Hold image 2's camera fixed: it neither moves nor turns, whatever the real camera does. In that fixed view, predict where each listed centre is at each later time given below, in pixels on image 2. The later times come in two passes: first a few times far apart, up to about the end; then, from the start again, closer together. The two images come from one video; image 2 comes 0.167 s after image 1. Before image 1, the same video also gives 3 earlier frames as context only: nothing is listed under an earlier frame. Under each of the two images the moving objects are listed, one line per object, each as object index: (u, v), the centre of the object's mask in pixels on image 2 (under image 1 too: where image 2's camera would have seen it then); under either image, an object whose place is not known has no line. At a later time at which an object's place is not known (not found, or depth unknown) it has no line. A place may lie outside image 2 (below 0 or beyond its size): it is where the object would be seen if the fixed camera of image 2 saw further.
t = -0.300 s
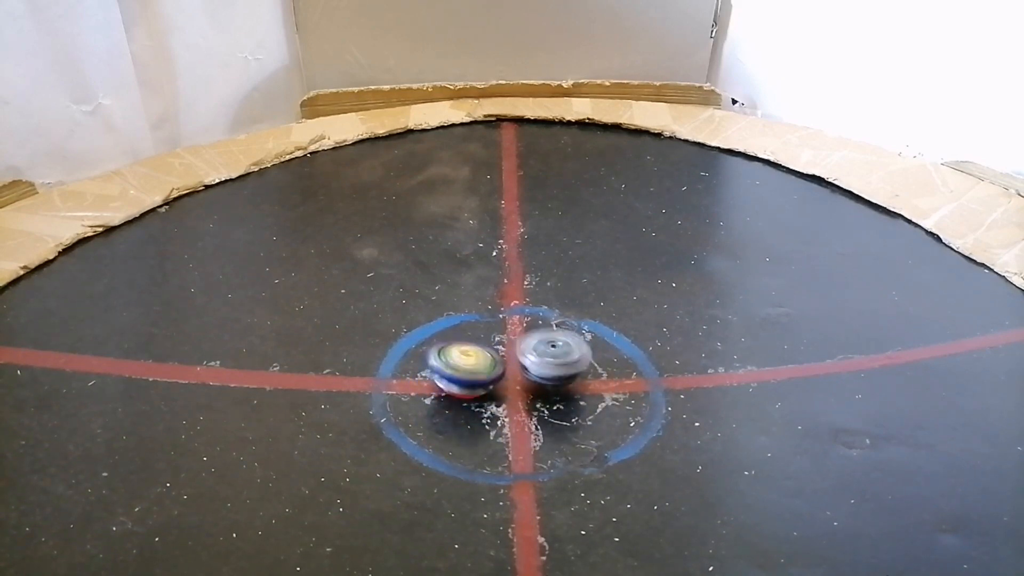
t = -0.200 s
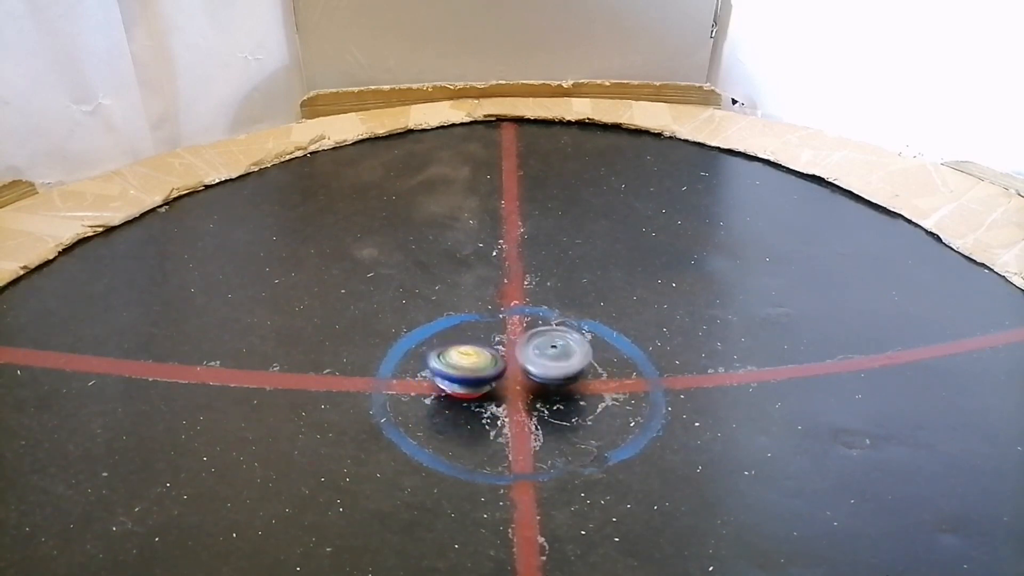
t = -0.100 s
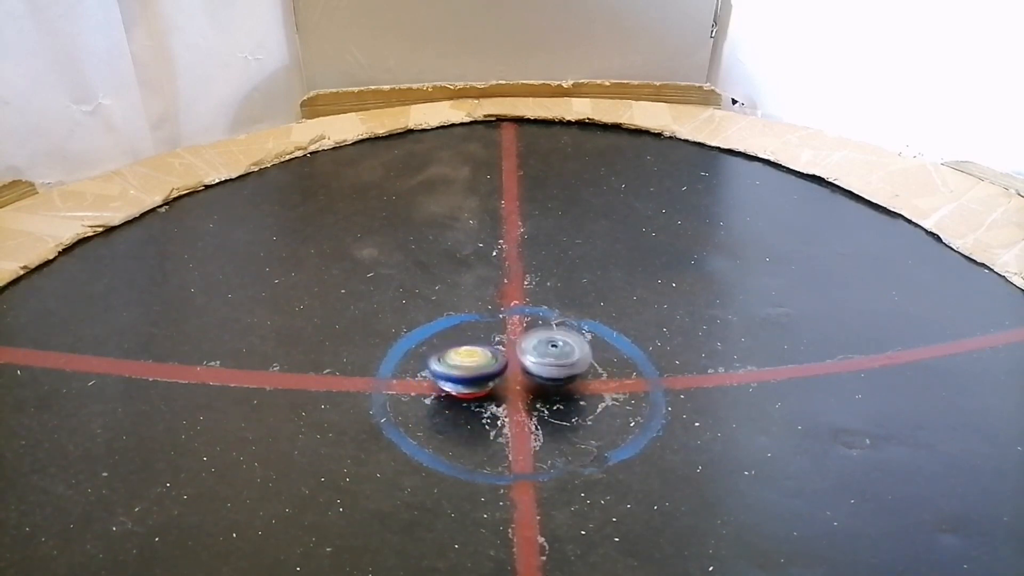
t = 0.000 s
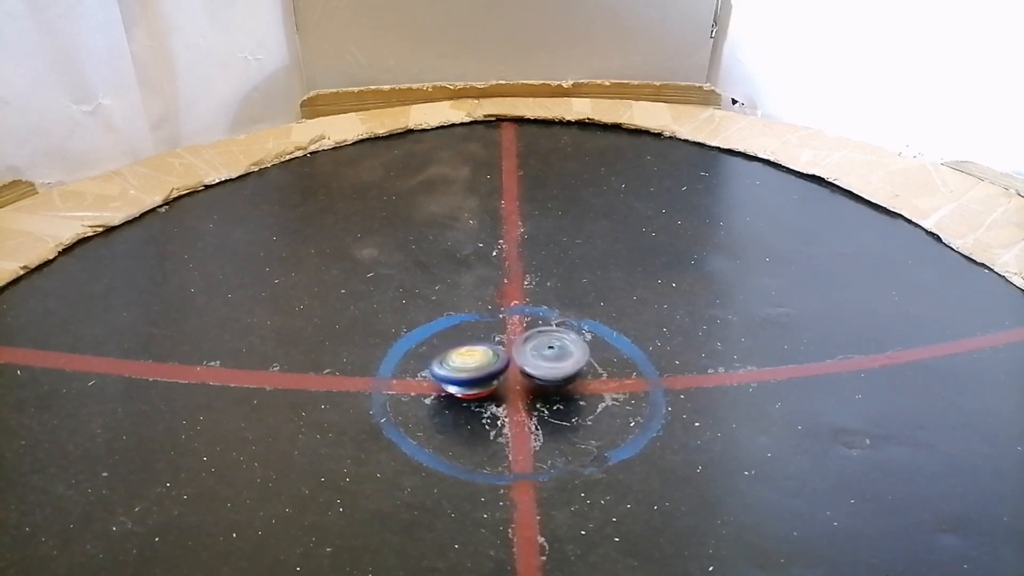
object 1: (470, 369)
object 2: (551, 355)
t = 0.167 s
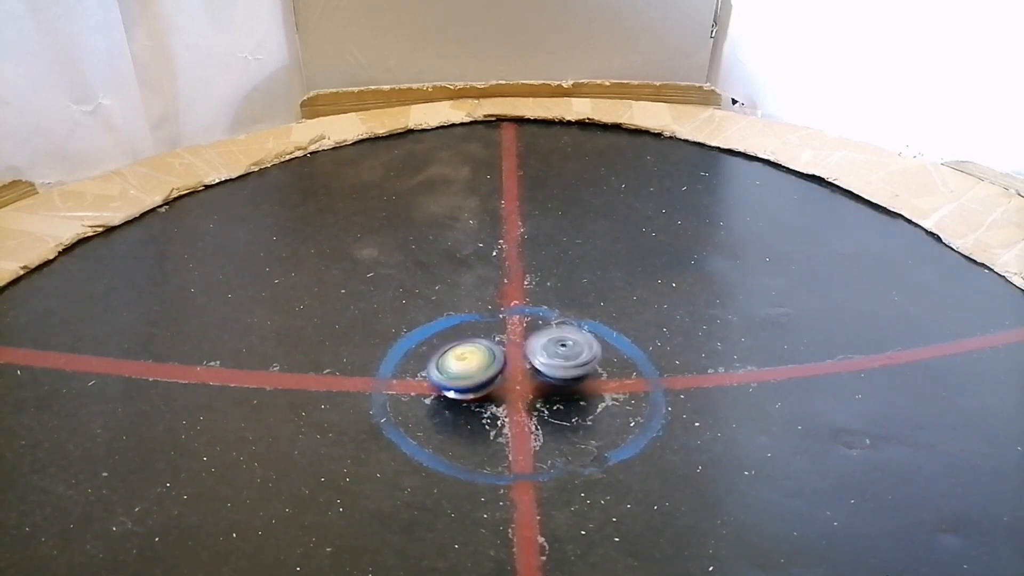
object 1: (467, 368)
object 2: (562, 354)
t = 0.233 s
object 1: (467, 368)
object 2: (564, 354)
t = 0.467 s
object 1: (468, 367)
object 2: (555, 355)
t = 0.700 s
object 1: (472, 366)
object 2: (550, 354)
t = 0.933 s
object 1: (469, 369)
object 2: (556, 354)
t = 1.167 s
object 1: (471, 370)
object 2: (554, 354)
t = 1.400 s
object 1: (465, 372)
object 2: (566, 354)
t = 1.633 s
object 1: (462, 375)
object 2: (587, 357)
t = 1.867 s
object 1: (465, 377)
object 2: (584, 365)
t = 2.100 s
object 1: (471, 376)
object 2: (562, 365)
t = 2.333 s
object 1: (468, 369)
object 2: (564, 356)
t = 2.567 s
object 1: (467, 369)
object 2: (570, 356)
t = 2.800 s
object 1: (470, 369)
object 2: (564, 356)
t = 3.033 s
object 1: (473, 370)
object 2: (559, 357)
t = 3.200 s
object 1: (470, 369)
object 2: (553, 361)
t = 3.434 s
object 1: (448, 372)
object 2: (578, 348)
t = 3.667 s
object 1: (448, 380)
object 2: (567, 357)
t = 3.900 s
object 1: (464, 384)
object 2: (548, 364)
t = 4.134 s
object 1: (476, 382)
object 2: (559, 352)
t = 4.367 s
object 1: (480, 382)
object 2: (569, 358)
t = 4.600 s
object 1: (482, 380)
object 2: (565, 374)
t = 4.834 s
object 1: (480, 380)
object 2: (555, 365)
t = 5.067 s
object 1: (462, 387)
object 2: (557, 356)
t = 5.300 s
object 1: (457, 392)
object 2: (557, 356)
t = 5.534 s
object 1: (461, 392)
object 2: (557, 356)
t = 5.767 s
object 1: (470, 380)
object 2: (557, 356)
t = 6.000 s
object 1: (467, 367)
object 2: (557, 356)
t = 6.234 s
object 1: (463, 369)
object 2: (557, 356)
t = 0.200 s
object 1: (467, 368)
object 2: (563, 354)
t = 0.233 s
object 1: (467, 368)
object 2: (564, 354)
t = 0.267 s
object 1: (467, 368)
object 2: (563, 354)
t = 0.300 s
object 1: (467, 367)
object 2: (563, 354)
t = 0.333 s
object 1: (467, 367)
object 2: (562, 355)
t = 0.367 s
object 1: (467, 367)
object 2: (560, 355)
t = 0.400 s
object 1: (467, 367)
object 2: (558, 355)
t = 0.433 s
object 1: (468, 367)
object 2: (556, 355)
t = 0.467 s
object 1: (468, 367)
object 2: (555, 355)
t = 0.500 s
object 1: (469, 367)
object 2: (553, 355)
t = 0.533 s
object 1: (469, 366)
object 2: (554, 355)
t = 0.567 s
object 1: (470, 367)
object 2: (551, 355)
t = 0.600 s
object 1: (471, 366)
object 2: (552, 356)
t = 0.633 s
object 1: (471, 366)
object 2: (550, 356)
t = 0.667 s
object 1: (472, 366)
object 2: (550, 356)
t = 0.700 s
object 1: (472, 366)
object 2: (550, 354)
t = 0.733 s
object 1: (472, 366)
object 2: (549, 356)
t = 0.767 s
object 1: (470, 367)
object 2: (551, 354)
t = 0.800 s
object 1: (469, 367)
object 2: (552, 355)
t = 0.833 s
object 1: (469, 368)
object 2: (555, 355)
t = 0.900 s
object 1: (469, 368)
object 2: (554, 354)
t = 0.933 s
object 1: (469, 369)
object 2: (556, 354)
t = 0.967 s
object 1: (469, 369)
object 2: (555, 354)
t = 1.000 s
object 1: (470, 370)
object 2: (556, 354)
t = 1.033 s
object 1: (469, 369)
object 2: (555, 355)
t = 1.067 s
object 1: (469, 370)
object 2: (554, 354)
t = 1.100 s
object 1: (470, 370)
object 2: (555, 355)
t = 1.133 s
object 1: (470, 370)
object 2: (553, 355)
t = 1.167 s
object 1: (471, 370)
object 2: (554, 354)
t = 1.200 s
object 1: (471, 370)
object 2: (552, 354)
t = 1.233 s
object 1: (472, 370)
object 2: (553, 354)
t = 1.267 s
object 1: (473, 370)
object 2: (553, 355)
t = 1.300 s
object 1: (473, 370)
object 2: (552, 354)
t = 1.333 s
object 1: (473, 370)
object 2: (554, 355)
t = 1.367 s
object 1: (469, 371)
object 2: (559, 354)
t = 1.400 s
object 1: (465, 372)
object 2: (566, 354)
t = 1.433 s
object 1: (462, 373)
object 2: (570, 355)
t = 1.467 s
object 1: (462, 373)
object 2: (575, 355)
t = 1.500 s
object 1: (462, 374)
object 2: (579, 355)
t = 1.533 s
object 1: (461, 375)
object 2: (581, 355)
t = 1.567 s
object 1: (461, 375)
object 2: (584, 355)
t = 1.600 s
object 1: (462, 375)
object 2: (584, 356)
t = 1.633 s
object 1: (462, 375)
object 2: (587, 357)
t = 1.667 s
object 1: (462, 376)
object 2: (587, 357)
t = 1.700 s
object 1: (463, 375)
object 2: (588, 359)
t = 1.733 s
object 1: (463, 376)
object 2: (588, 359)
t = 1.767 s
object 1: (463, 376)
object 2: (587, 361)
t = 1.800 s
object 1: (464, 376)
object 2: (587, 364)
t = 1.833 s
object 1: (464, 376)
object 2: (586, 365)
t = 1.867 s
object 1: (465, 377)
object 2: (584, 365)
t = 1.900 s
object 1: (465, 376)
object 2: (582, 366)
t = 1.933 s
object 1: (466, 377)
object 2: (578, 366)
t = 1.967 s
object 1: (466, 376)
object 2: (576, 368)
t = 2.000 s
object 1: (467, 377)
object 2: (574, 367)
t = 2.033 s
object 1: (468, 377)
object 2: (570, 368)
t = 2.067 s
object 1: (469, 376)
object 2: (567, 366)
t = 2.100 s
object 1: (471, 376)
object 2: (562, 365)
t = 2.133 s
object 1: (472, 375)
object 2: (560, 364)
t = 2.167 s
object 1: (473, 374)
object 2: (558, 362)
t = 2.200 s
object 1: (476, 373)
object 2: (555, 359)
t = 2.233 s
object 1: (476, 371)
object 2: (554, 360)
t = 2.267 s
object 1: (473, 370)
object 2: (555, 355)
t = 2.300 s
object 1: (469, 370)
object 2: (559, 355)
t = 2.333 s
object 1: (468, 369)
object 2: (564, 356)
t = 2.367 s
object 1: (467, 369)
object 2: (565, 355)
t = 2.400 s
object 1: (466, 369)
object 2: (568, 355)
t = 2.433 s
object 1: (466, 369)
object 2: (568, 356)
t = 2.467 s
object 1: (466, 369)
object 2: (569, 355)
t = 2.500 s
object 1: (466, 369)
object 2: (571, 355)
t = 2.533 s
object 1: (466, 369)
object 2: (569, 357)
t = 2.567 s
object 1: (467, 369)
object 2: (570, 356)
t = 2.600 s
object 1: (468, 369)
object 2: (569, 356)
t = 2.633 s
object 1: (469, 369)
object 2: (568, 358)
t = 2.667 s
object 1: (469, 368)
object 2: (569, 358)
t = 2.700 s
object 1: (469, 368)
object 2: (566, 358)
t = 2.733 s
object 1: (470, 368)
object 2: (565, 357)
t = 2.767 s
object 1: (470, 369)
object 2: (565, 359)
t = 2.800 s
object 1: (470, 369)
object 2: (564, 356)
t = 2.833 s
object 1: (470, 369)
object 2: (563, 357)
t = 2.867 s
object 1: (470, 369)
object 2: (563, 354)
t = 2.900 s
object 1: (470, 370)
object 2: (562, 353)
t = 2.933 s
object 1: (471, 370)
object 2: (563, 355)
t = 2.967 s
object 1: (472, 370)
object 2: (561, 357)
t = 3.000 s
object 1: (472, 370)
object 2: (560, 356)
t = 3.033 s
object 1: (473, 370)
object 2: (559, 357)
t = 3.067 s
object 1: (473, 369)
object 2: (555, 359)
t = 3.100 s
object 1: (474, 369)
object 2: (553, 358)
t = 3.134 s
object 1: (475, 368)
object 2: (551, 359)
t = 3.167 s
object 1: (474, 368)
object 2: (547, 363)
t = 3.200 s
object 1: (470, 369)
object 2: (553, 361)
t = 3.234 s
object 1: (464, 369)
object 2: (558, 358)
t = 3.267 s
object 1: (459, 370)
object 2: (563, 358)
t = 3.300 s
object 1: (454, 371)
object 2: (569, 355)
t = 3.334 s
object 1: (451, 371)
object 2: (572, 350)
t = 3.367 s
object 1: (450, 371)
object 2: (574, 350)
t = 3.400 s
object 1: (448, 372)
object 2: (577, 351)
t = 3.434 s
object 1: (448, 372)
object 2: (578, 348)
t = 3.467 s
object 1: (447, 373)
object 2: (579, 348)
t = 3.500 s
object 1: (447, 374)
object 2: (579, 350)
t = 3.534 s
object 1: (446, 375)
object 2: (577, 352)
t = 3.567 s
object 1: (446, 376)
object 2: (574, 351)
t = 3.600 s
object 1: (447, 377)
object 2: (572, 353)
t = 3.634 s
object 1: (447, 378)
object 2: (569, 356)
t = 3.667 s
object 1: (448, 380)
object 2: (567, 357)
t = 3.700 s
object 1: (449, 381)
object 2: (565, 358)
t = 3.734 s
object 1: (451, 382)
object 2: (562, 361)
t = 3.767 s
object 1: (453, 383)
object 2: (561, 363)
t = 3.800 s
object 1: (455, 383)
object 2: (559, 361)
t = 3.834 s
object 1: (458, 384)
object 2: (555, 363)
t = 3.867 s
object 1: (461, 384)
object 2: (551, 362)
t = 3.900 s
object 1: (464, 384)
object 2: (548, 364)
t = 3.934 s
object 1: (466, 384)
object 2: (546, 362)
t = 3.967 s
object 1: (470, 383)
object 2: (545, 363)
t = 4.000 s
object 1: (474, 383)
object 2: (545, 362)
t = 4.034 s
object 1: (477, 382)
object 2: (545, 356)
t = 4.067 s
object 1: (477, 381)
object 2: (550, 356)
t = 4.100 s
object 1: (477, 381)
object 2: (555, 354)
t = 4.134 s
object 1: (476, 382)
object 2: (559, 352)
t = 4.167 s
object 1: (477, 382)
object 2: (560, 349)
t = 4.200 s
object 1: (477, 382)
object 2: (563, 349)
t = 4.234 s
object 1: (477, 382)
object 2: (566, 353)
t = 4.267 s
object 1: (477, 382)
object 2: (569, 354)
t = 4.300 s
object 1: (478, 382)
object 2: (569, 356)
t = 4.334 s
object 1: (479, 382)
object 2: (570, 356)
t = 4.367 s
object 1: (480, 382)
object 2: (569, 358)
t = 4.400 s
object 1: (481, 381)
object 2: (569, 360)
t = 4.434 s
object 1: (481, 381)
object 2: (567, 362)
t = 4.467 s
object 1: (481, 381)
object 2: (565, 365)
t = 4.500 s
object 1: (482, 380)
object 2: (566, 367)
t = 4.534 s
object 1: (482, 380)
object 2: (567, 370)
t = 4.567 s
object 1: (482, 380)
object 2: (566, 373)
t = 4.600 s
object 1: (482, 380)
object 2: (565, 374)
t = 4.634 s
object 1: (482, 380)
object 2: (563, 374)
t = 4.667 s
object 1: (482, 380)
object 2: (562, 374)
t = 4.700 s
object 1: (481, 380)
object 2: (561, 374)
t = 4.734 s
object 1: (481, 380)
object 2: (560, 371)
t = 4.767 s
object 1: (480, 379)
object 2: (558, 368)
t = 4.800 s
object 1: (480, 380)
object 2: (556, 366)
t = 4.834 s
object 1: (480, 380)
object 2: (555, 365)
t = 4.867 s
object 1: (479, 379)
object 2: (555, 365)
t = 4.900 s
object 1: (480, 379)
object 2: (556, 362)
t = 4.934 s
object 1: (479, 380)
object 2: (554, 362)
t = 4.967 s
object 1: (474, 382)
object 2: (556, 359)
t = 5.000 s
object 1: (470, 385)
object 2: (558, 357)
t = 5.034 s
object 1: (465, 387)
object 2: (557, 357)
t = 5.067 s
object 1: (462, 387)
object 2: (557, 356)
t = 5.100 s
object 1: (460, 388)
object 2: (557, 356)
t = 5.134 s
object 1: (458, 389)
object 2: (557, 356)
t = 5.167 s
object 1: (457, 390)
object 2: (557, 356)
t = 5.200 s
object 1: (457, 391)
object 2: (557, 356)
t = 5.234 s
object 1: (457, 391)
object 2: (557, 356)
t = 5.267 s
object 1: (457, 392)
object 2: (557, 356)
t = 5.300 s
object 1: (457, 392)
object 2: (557, 356)
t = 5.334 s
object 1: (459, 393)
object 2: (557, 356)
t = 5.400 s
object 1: (459, 393)
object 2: (557, 356)
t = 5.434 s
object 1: (458, 393)
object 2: (557, 356)
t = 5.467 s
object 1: (459, 392)
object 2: (557, 356)
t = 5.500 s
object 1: (460, 393)
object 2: (557, 356)
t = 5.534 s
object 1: (461, 392)
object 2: (557, 356)
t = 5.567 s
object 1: (462, 391)
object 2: (557, 356)
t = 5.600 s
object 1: (463, 390)
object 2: (557, 356)
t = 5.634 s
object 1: (465, 389)
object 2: (557, 356)
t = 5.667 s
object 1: (466, 387)
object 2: (557, 356)
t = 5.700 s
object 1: (468, 384)
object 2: (557, 356)
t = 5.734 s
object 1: (470, 382)
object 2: (557, 356)
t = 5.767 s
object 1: (470, 380)
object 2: (557, 356)
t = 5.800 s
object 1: (471, 377)
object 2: (557, 356)
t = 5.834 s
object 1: (472, 375)
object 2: (557, 356)
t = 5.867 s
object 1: (471, 373)
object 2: (557, 356)
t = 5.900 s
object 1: (471, 372)
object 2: (557, 356)
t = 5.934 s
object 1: (470, 370)
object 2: (557, 356)
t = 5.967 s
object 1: (469, 369)
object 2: (557, 356)
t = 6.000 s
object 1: (467, 367)
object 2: (557, 356)
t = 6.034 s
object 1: (466, 367)
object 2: (557, 356)
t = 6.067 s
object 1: (465, 367)
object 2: (557, 356)
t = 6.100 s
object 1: (465, 367)
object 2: (557, 356)
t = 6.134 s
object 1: (464, 367)
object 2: (557, 356)
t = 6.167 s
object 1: (463, 367)
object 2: (557, 356)
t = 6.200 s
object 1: (463, 368)
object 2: (557, 356)
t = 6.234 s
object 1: (463, 369)
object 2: (557, 356)
